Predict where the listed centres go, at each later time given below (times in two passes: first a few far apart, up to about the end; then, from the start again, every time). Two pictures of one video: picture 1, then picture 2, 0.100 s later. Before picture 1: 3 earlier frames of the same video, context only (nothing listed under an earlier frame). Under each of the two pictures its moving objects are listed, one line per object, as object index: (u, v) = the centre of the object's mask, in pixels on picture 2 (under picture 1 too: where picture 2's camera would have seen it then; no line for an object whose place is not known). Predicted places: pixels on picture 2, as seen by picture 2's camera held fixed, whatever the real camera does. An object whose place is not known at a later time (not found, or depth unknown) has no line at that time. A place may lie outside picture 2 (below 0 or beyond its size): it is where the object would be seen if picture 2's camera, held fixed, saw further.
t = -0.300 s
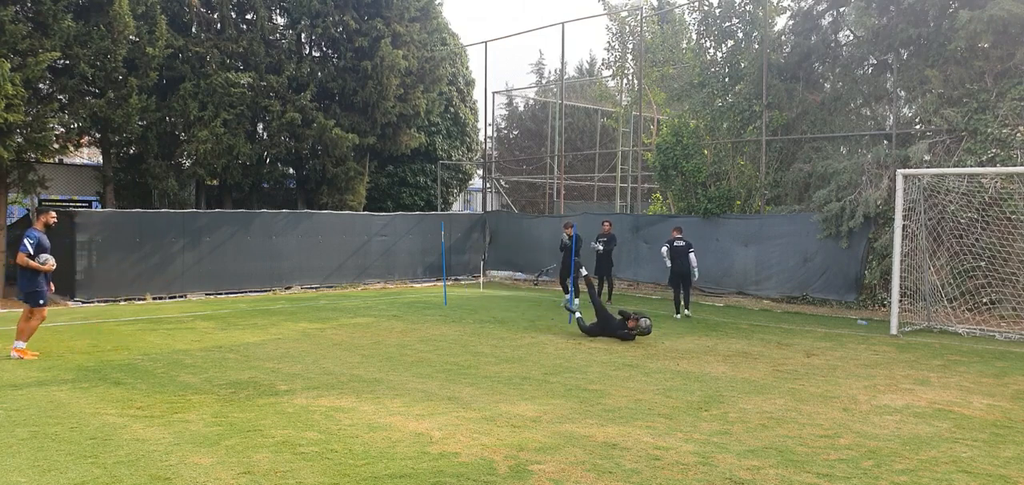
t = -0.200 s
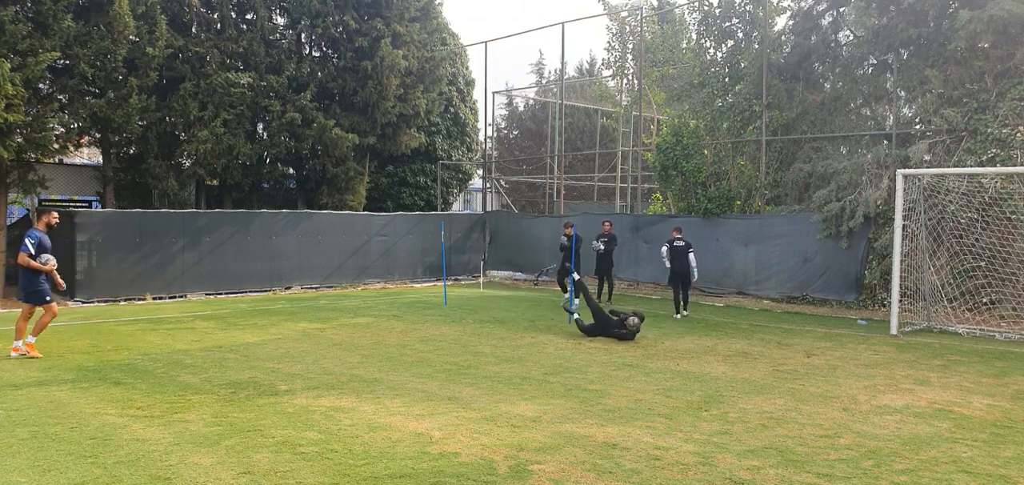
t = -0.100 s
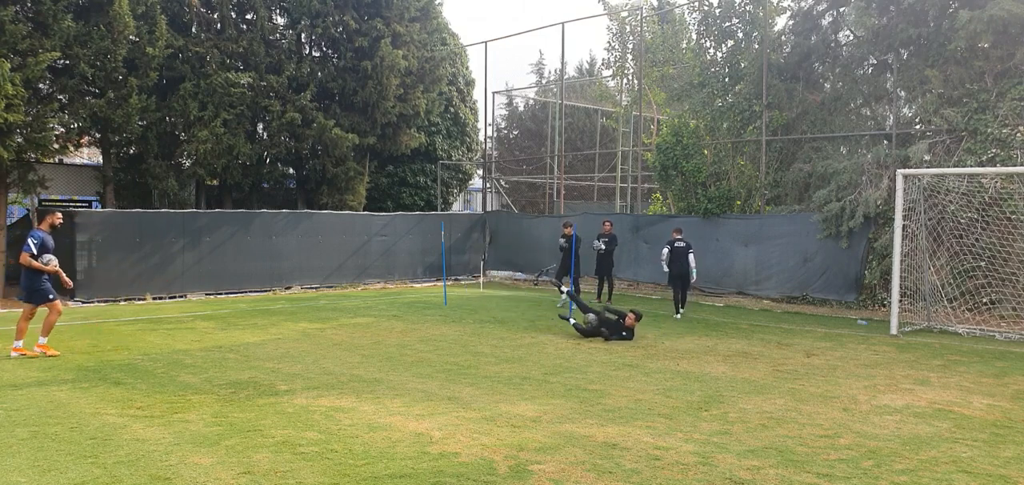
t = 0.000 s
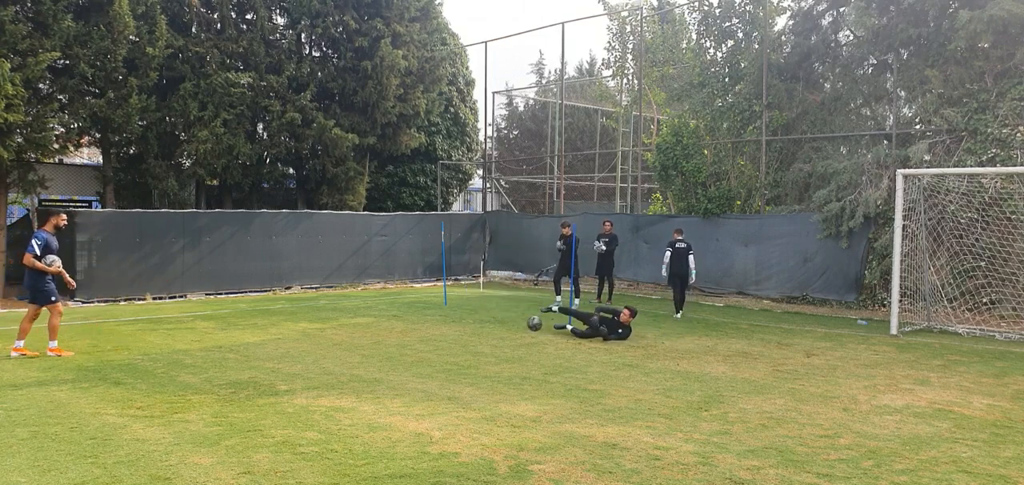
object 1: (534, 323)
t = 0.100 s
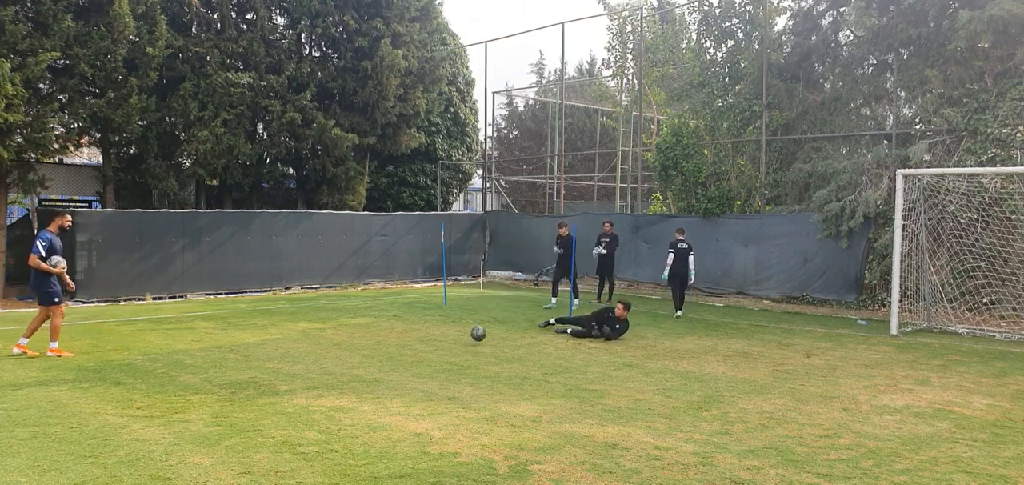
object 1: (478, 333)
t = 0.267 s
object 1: (400, 332)
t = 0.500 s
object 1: (300, 340)
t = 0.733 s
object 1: (222, 342)
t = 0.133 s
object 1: (459, 338)
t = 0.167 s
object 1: (443, 337)
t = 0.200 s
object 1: (429, 334)
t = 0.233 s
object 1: (415, 333)
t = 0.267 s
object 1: (400, 332)
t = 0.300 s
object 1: (385, 331)
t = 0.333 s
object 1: (371, 332)
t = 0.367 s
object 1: (356, 333)
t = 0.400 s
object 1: (341, 335)
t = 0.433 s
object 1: (326, 339)
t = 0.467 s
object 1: (312, 341)
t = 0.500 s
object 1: (300, 340)
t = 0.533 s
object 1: (289, 338)
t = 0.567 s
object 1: (278, 337)
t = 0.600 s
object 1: (267, 337)
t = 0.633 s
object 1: (255, 337)
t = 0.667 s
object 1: (244, 338)
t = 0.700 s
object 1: (233, 341)
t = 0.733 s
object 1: (222, 342)
